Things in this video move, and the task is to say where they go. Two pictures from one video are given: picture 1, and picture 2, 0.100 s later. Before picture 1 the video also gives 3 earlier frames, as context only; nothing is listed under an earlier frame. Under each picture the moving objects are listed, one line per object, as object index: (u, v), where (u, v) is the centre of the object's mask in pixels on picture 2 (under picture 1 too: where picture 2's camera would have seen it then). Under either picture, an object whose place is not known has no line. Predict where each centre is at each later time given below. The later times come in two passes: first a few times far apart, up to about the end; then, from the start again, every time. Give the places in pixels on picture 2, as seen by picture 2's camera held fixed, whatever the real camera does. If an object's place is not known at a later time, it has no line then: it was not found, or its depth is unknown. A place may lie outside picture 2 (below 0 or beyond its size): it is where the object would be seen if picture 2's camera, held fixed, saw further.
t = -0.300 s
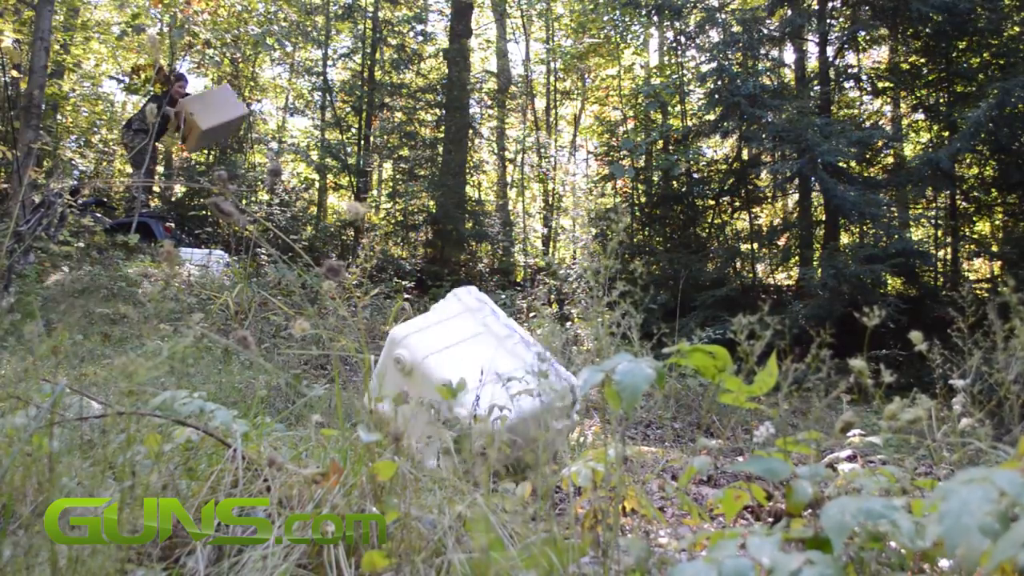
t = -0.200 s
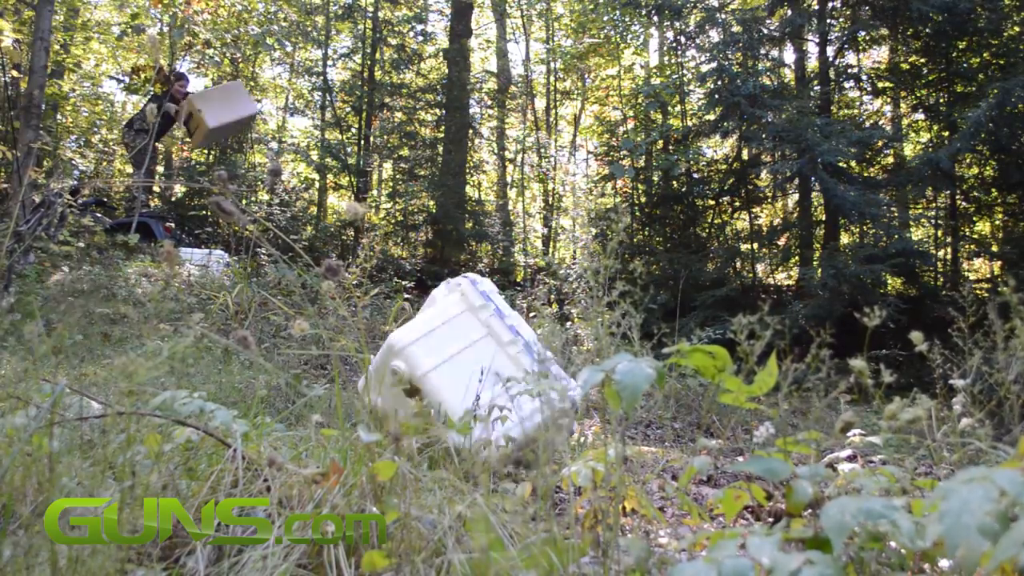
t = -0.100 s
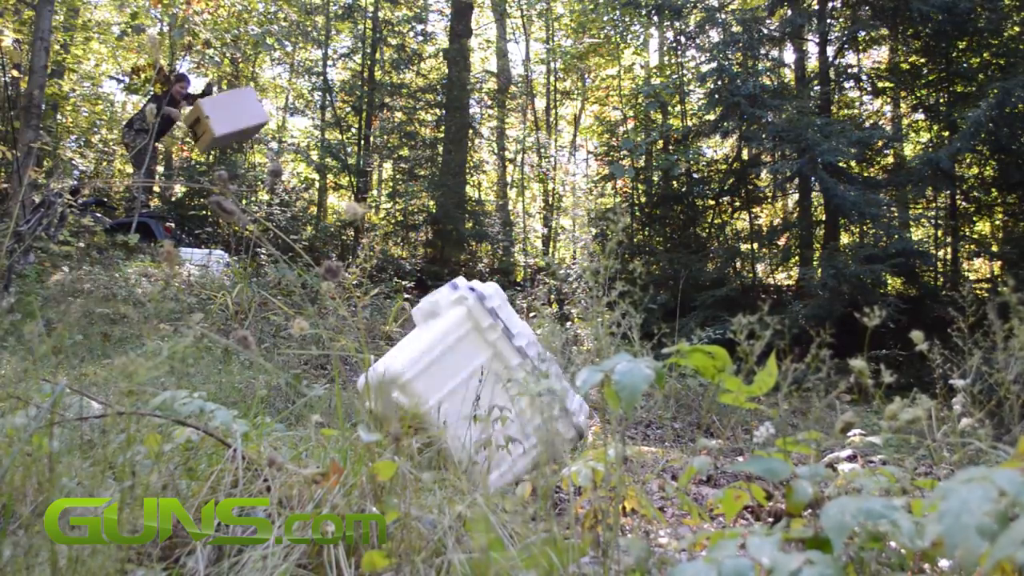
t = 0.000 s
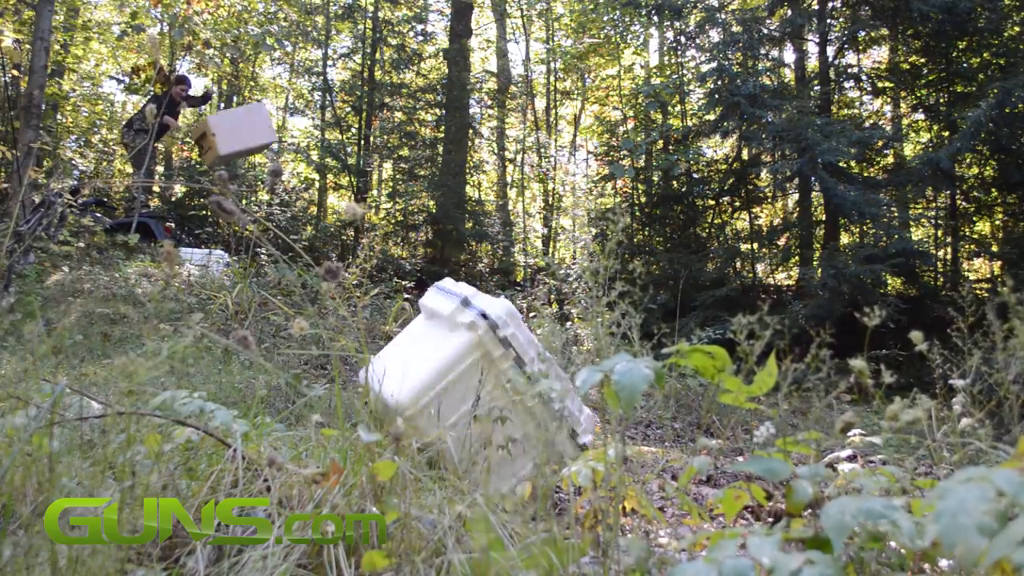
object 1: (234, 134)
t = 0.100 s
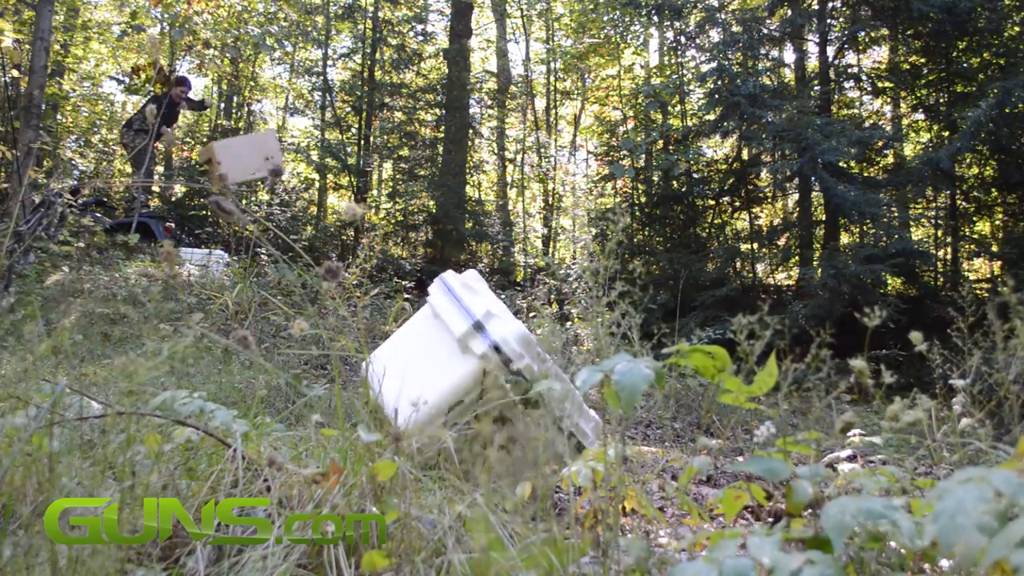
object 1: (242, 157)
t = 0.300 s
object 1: (254, 251)
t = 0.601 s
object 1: (322, 266)
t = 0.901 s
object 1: (383, 298)
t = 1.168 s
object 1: (435, 319)
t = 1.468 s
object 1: (493, 330)
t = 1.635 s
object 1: (531, 359)
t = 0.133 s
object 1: (246, 169)
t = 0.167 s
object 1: (249, 183)
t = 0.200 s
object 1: (255, 201)
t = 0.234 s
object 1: (255, 217)
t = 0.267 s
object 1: (254, 234)
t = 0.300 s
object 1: (254, 251)
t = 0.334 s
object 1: (262, 264)
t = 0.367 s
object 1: (270, 269)
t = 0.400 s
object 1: (280, 272)
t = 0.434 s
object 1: (287, 269)
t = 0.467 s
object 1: (291, 266)
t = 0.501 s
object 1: (295, 264)
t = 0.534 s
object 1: (307, 265)
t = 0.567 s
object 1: (317, 264)
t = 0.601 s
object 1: (322, 266)
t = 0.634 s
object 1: (328, 268)
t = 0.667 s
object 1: (333, 273)
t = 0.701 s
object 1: (340, 268)
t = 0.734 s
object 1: (350, 269)
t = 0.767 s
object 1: (362, 276)
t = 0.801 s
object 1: (365, 290)
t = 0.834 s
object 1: (376, 279)
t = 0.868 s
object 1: (377, 294)
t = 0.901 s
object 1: (383, 298)
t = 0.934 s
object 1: (390, 296)
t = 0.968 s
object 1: (397, 304)
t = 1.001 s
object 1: (403, 314)
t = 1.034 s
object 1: (408, 321)
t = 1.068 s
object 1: (415, 325)
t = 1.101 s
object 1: (423, 323)
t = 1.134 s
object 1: (428, 321)
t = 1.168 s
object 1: (435, 319)
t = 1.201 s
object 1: (442, 319)
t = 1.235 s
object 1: (448, 321)
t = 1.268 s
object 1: (455, 321)
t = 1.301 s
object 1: (461, 323)
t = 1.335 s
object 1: (468, 328)
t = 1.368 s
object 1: (474, 330)
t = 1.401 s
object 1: (481, 331)
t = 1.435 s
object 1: (486, 330)
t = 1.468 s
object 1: (493, 330)
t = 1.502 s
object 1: (502, 333)
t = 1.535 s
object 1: (512, 339)
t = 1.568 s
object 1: (521, 346)
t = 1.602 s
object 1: (528, 354)
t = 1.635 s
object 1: (531, 359)
